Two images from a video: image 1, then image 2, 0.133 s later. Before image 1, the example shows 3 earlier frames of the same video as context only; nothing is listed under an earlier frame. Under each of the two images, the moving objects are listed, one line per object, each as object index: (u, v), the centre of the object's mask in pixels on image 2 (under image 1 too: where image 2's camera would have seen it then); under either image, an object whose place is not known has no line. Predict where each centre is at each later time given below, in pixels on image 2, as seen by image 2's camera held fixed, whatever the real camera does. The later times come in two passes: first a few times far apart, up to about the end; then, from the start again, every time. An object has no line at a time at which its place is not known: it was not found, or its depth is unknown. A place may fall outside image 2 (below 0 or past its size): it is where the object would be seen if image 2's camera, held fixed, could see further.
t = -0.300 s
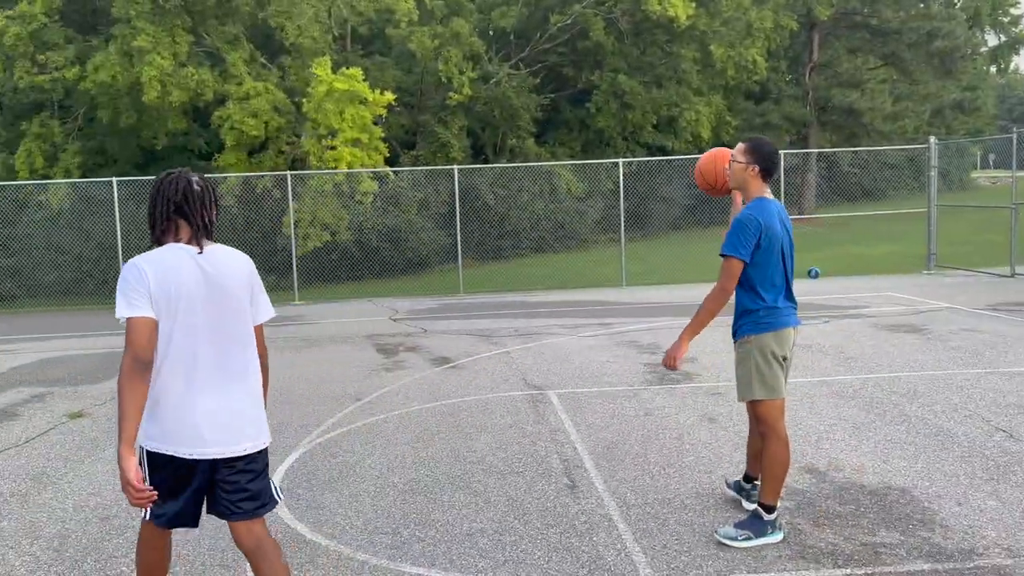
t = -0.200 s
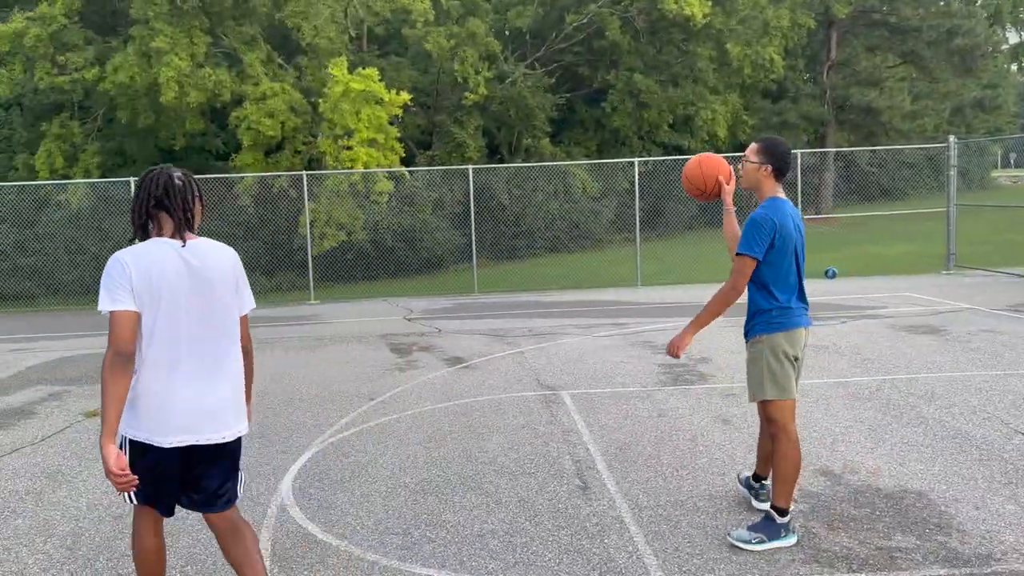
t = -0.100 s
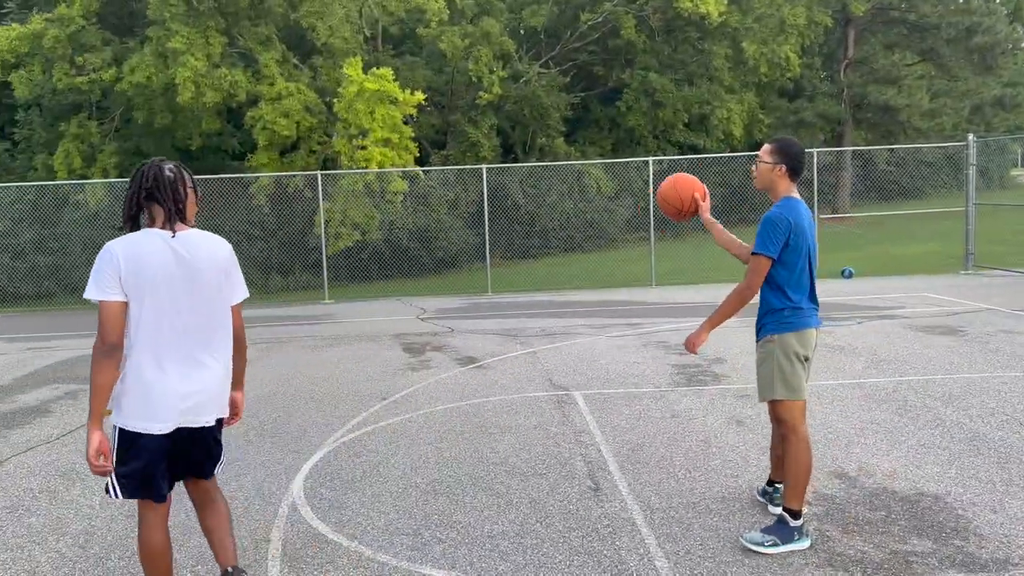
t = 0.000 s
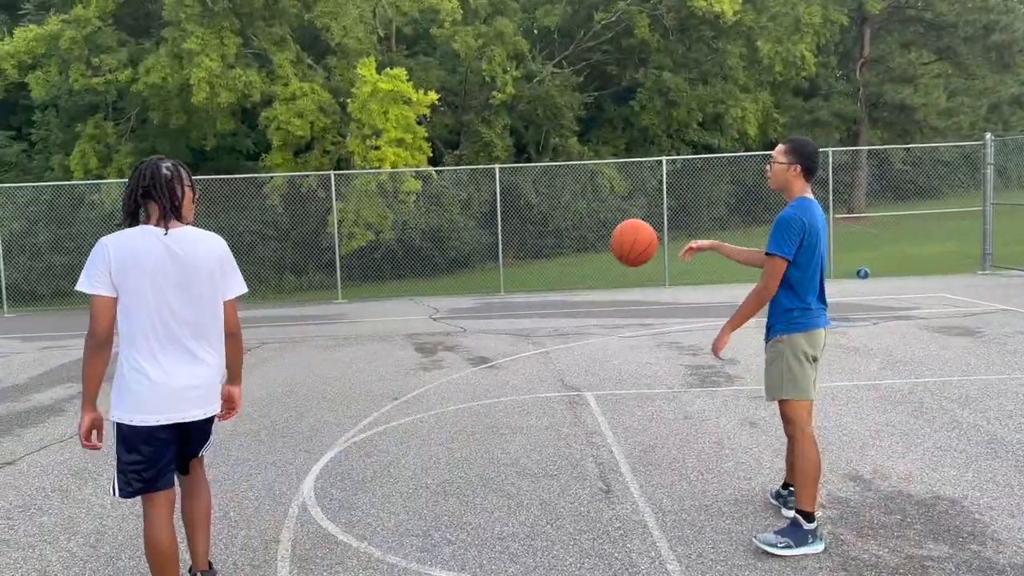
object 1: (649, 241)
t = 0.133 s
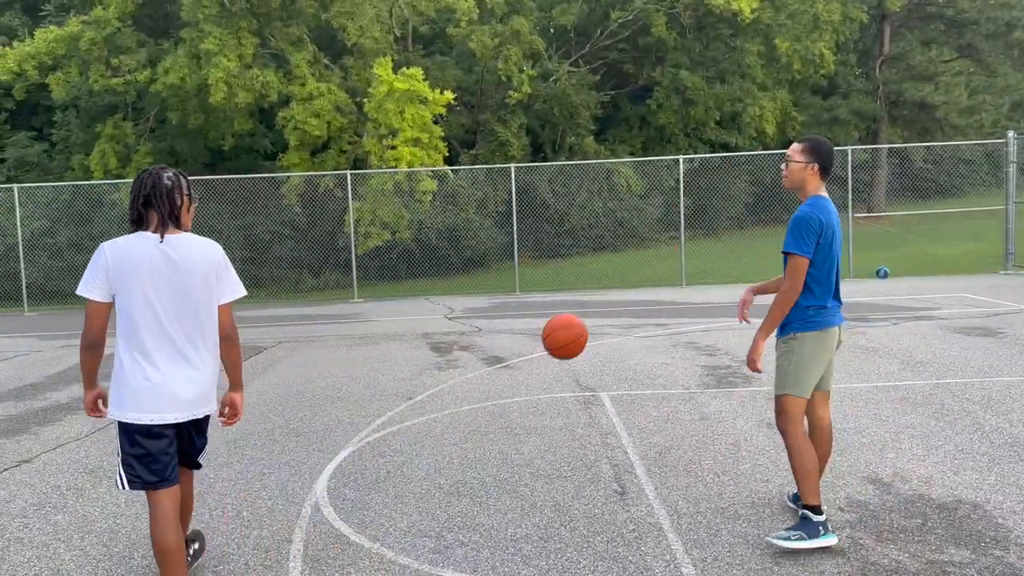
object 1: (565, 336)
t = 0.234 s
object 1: (507, 425)
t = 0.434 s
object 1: (428, 374)
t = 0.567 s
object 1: (382, 312)
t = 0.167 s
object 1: (545, 364)
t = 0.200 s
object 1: (526, 394)
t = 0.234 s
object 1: (507, 425)
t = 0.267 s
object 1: (488, 459)
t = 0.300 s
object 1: (474, 466)
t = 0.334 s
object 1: (462, 440)
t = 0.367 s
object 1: (451, 416)
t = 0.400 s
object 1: (439, 394)
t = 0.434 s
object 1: (428, 374)
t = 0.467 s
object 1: (417, 355)
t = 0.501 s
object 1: (406, 339)
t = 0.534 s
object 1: (394, 325)
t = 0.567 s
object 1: (382, 312)
